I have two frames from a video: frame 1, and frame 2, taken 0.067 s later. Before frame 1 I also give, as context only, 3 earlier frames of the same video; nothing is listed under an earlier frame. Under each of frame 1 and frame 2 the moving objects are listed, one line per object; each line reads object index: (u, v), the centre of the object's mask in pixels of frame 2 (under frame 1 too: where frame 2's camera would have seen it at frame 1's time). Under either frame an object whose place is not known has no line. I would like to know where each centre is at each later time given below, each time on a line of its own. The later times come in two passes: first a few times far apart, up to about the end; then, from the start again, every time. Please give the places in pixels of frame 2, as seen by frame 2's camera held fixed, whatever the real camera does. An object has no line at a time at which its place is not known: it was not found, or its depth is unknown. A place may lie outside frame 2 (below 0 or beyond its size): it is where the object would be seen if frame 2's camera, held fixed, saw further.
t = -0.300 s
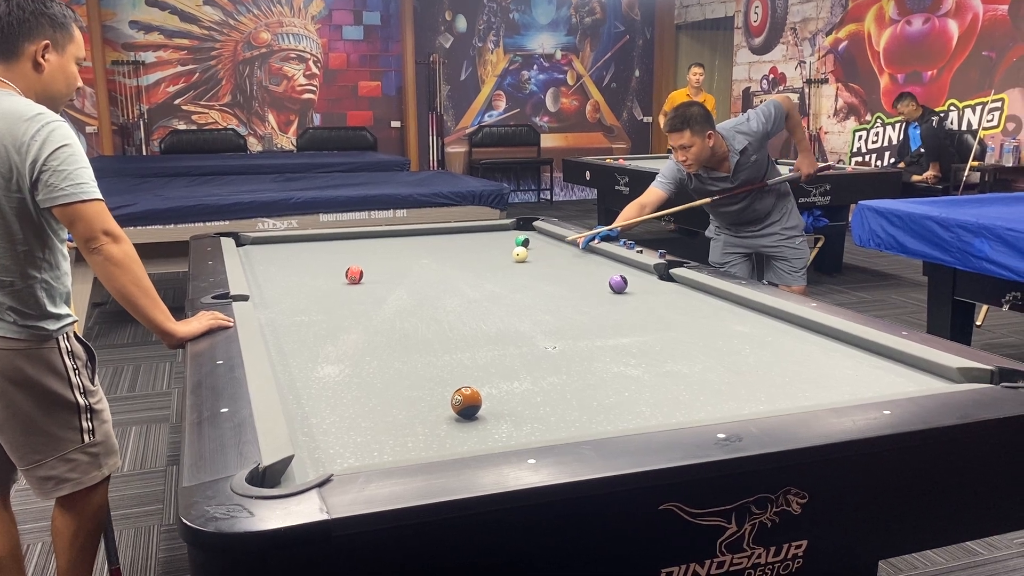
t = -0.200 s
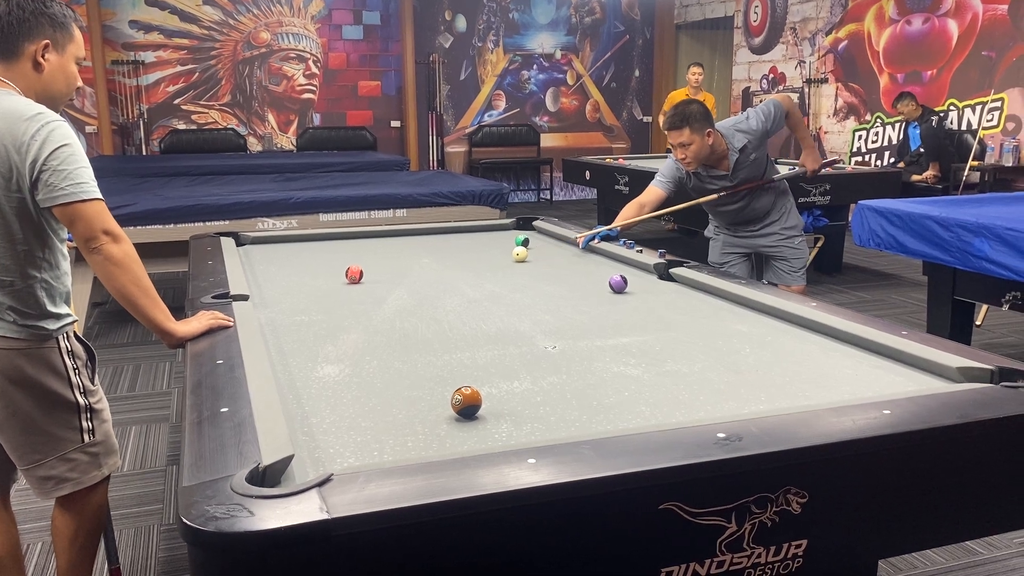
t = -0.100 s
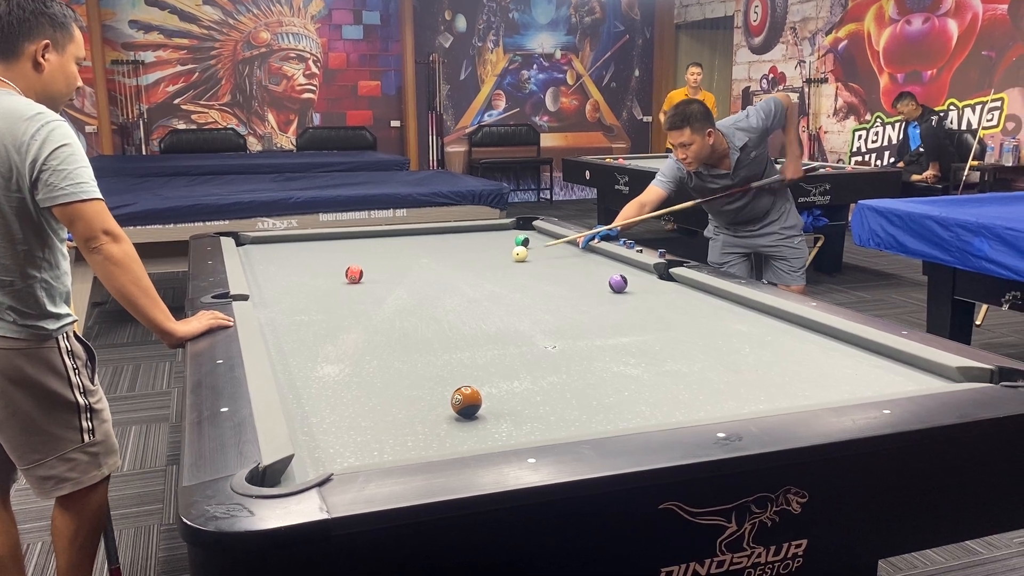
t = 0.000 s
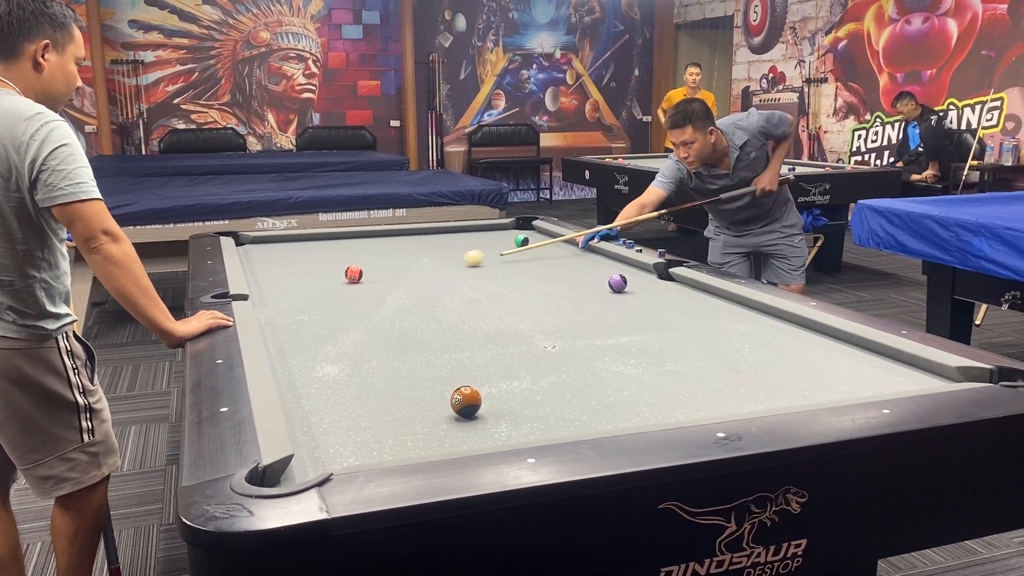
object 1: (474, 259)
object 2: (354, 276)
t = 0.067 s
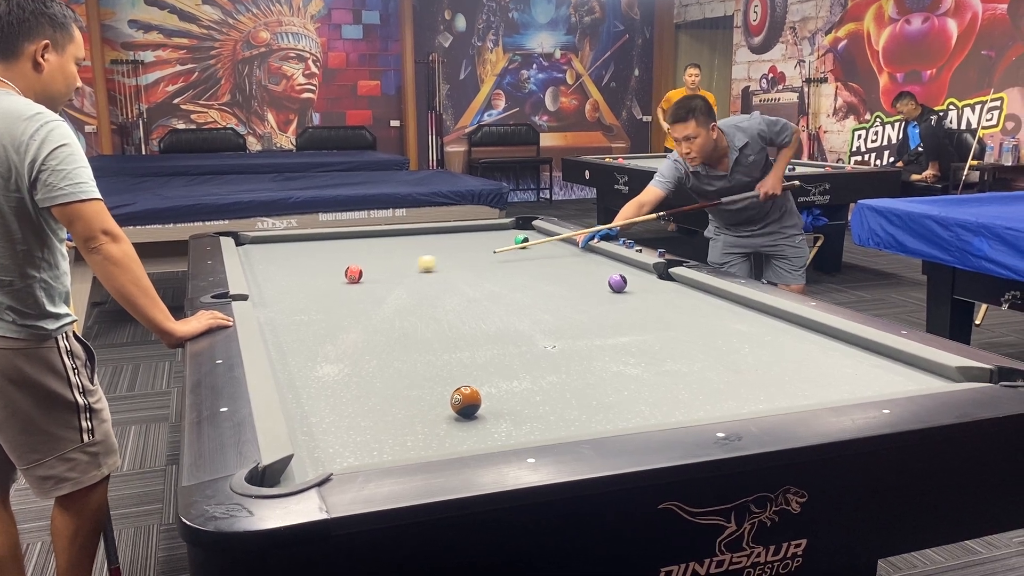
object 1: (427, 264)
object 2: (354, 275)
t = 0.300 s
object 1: (293, 269)
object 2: (312, 289)
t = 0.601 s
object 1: (307, 261)
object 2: (285, 312)
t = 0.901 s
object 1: (371, 251)
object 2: (337, 327)
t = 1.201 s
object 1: (424, 243)
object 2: (395, 342)
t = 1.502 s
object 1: (471, 236)
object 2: (459, 360)
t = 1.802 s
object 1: (512, 229)
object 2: (529, 380)
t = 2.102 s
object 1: (514, 227)
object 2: (609, 403)
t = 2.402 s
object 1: (490, 227)
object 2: (669, 410)
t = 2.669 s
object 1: (473, 227)
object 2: (670, 397)
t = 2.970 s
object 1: (460, 229)
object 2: (672, 381)
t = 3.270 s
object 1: (448, 230)
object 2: (672, 369)
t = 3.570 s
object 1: (437, 231)
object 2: (672, 359)
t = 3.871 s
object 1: (427, 232)
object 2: (672, 350)
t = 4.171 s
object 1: (419, 233)
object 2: (672, 343)
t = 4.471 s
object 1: (412, 234)
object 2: (672, 338)
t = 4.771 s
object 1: (407, 234)
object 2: (672, 334)
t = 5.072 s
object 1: (403, 234)
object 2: (672, 330)
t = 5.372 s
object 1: (401, 234)
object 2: (672, 328)
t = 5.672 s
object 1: (400, 235)
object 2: (671, 326)
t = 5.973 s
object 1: (401, 234)
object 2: (671, 326)
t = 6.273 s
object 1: (401, 235)
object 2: (670, 326)
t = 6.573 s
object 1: (401, 235)
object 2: (671, 326)
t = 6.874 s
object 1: (401, 235)
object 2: (670, 326)
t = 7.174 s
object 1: (401, 235)
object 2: (671, 326)
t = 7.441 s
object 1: (401, 235)
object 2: (671, 326)
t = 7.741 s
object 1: (401, 235)
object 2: (670, 326)
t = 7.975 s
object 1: (401, 235)
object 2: (670, 326)
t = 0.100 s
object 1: (403, 266)
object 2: (354, 274)
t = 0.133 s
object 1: (379, 269)
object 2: (354, 274)
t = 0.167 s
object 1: (359, 269)
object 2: (350, 276)
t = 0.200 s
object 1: (341, 267)
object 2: (341, 278)
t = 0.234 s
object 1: (325, 268)
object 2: (331, 282)
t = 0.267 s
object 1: (309, 269)
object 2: (321, 285)
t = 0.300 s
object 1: (293, 269)
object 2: (312, 289)
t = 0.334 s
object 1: (276, 269)
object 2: (302, 292)
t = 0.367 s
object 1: (259, 269)
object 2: (292, 296)
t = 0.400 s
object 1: (252, 268)
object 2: (284, 299)
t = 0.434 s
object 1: (263, 267)
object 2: (275, 302)
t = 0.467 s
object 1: (274, 266)
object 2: (265, 305)
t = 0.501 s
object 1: (284, 264)
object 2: (266, 307)
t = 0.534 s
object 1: (292, 263)
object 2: (273, 309)
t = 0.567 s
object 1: (300, 262)
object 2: (279, 310)
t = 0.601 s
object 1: (307, 261)
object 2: (285, 312)
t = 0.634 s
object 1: (315, 260)
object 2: (290, 313)
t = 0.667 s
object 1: (322, 258)
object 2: (296, 315)
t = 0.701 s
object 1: (329, 257)
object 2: (302, 317)
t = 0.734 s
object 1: (337, 256)
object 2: (308, 318)
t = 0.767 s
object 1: (344, 255)
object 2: (313, 320)
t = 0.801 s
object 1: (351, 254)
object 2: (319, 321)
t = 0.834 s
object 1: (357, 253)
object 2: (325, 323)
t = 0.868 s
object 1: (364, 252)
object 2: (331, 325)
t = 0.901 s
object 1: (371, 251)
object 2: (337, 327)
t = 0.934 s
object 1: (377, 250)
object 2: (343, 328)
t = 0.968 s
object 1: (383, 249)
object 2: (350, 330)
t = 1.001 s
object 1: (389, 248)
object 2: (356, 331)
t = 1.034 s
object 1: (396, 247)
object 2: (362, 333)
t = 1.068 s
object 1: (402, 246)
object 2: (369, 335)
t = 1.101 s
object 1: (407, 245)
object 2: (375, 337)
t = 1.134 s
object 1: (413, 244)
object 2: (382, 338)
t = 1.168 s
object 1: (419, 244)
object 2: (389, 341)
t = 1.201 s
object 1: (424, 243)
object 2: (395, 342)
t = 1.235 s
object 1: (430, 242)
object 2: (402, 344)
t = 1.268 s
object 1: (435, 241)
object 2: (409, 346)
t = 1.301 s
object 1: (441, 240)
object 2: (415, 348)
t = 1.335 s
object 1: (446, 239)
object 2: (422, 350)
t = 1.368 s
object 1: (451, 239)
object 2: (430, 352)
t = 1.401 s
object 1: (456, 238)
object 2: (437, 354)
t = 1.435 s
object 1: (461, 237)
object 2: (444, 356)
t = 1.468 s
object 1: (466, 236)
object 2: (451, 358)
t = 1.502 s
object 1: (471, 236)
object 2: (459, 360)
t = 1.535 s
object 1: (476, 235)
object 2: (466, 363)
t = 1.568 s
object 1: (481, 234)
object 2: (473, 365)
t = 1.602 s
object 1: (486, 233)
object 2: (482, 366)
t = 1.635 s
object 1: (490, 233)
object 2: (489, 369)
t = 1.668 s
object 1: (495, 232)
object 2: (497, 371)
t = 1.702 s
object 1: (499, 231)
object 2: (505, 373)
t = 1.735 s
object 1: (504, 230)
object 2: (513, 376)
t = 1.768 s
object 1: (508, 230)
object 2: (521, 378)
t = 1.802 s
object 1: (512, 229)
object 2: (529, 380)
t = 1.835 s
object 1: (517, 228)
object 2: (538, 383)
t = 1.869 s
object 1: (521, 228)
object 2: (546, 385)
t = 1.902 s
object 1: (525, 227)
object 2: (555, 388)
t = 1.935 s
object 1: (528, 227)
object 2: (563, 390)
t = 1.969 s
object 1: (525, 227)
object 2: (572, 392)
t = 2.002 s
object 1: (522, 227)
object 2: (581, 395)
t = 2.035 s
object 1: (520, 227)
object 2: (591, 398)
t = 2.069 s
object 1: (517, 227)
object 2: (600, 401)
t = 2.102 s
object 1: (514, 227)
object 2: (609, 403)
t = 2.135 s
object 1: (511, 227)
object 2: (618, 406)
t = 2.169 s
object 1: (509, 227)
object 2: (628, 409)
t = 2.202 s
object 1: (506, 227)
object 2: (637, 410)
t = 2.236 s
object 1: (503, 227)
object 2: (647, 411)
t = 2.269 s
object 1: (501, 227)
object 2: (657, 412)
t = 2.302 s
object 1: (498, 227)
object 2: (667, 413)
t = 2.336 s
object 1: (495, 227)
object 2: (668, 412)
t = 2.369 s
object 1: (492, 227)
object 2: (668, 411)
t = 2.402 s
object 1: (490, 227)
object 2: (669, 410)
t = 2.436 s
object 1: (488, 227)
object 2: (669, 409)
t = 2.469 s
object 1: (485, 227)
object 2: (669, 407)
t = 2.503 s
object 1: (482, 227)
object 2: (670, 406)
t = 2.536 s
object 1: (480, 227)
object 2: (670, 405)
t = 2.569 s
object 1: (478, 227)
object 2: (670, 403)
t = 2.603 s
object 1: (476, 227)
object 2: (670, 401)
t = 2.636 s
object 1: (475, 227)
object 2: (670, 399)
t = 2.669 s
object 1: (473, 227)
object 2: (670, 397)
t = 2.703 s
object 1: (472, 228)
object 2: (670, 395)
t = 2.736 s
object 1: (470, 228)
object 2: (671, 393)
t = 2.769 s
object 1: (469, 228)
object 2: (671, 391)
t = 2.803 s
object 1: (467, 228)
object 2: (671, 389)
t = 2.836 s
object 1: (466, 228)
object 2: (671, 388)
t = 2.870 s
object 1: (464, 228)
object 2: (671, 386)
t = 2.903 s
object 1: (463, 229)
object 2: (671, 384)
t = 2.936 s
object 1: (461, 229)
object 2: (672, 383)
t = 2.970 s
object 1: (460, 229)
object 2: (672, 381)
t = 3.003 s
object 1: (458, 229)
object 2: (672, 380)
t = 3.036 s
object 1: (457, 229)
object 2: (672, 378)
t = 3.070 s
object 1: (456, 229)
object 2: (672, 377)
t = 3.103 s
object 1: (454, 229)
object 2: (672, 375)
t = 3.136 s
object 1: (453, 229)
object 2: (672, 374)
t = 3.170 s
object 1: (452, 230)
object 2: (672, 373)
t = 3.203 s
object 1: (450, 230)
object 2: (672, 371)
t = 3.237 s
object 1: (449, 230)
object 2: (672, 370)
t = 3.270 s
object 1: (448, 230)
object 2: (672, 369)
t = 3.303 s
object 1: (446, 230)
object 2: (672, 368)
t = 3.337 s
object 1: (445, 230)
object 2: (672, 366)
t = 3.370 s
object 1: (444, 230)
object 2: (672, 365)
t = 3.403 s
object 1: (443, 231)
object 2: (672, 364)
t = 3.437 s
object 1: (441, 231)
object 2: (672, 363)
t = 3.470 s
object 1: (440, 231)
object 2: (672, 362)
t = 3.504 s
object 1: (439, 231)
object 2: (672, 361)
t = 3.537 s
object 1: (438, 231)
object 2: (672, 360)
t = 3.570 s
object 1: (437, 231)
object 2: (672, 359)
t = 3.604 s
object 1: (435, 231)
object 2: (672, 358)
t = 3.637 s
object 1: (434, 232)
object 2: (672, 357)
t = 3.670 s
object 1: (433, 232)
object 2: (672, 356)
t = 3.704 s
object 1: (432, 232)
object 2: (672, 355)
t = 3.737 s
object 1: (431, 232)
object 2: (672, 354)
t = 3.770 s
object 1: (430, 232)
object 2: (672, 353)
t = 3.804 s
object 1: (429, 232)
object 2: (672, 352)
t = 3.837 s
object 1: (428, 232)
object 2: (672, 351)
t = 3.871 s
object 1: (427, 232)
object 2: (672, 350)
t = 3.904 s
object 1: (426, 232)
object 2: (672, 350)
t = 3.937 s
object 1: (425, 232)
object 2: (672, 349)
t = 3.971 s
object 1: (424, 233)
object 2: (672, 348)
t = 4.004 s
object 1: (423, 233)
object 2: (672, 347)
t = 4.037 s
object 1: (422, 233)
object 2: (672, 346)
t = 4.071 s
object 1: (422, 233)
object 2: (672, 346)
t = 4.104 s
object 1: (421, 233)
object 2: (672, 345)
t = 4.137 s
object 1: (420, 233)
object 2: (672, 344)
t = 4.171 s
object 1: (419, 233)
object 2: (672, 343)
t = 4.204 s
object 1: (418, 233)
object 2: (672, 343)
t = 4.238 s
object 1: (418, 233)
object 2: (672, 342)
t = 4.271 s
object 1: (417, 233)
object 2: (672, 341)
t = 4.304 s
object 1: (416, 233)
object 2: (672, 341)
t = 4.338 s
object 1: (415, 233)
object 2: (672, 340)
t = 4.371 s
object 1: (414, 233)
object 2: (672, 340)
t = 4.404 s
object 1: (414, 234)
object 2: (672, 339)
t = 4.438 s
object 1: (413, 234)
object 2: (672, 338)
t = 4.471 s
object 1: (412, 234)
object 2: (672, 338)
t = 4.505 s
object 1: (412, 234)
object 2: (672, 337)
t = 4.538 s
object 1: (411, 234)
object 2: (672, 337)
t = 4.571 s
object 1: (410, 234)
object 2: (672, 336)
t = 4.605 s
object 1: (410, 234)
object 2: (672, 336)
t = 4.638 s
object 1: (409, 234)
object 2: (672, 335)
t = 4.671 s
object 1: (409, 234)
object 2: (672, 335)
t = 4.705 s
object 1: (408, 234)
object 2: (672, 334)
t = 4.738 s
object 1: (408, 234)
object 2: (672, 334)
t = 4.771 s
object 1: (407, 234)
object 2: (672, 334)
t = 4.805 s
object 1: (407, 234)
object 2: (672, 333)
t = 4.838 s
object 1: (406, 234)
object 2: (672, 333)
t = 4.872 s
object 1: (406, 234)
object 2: (672, 332)
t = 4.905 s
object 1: (405, 234)
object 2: (672, 331)
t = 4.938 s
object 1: (405, 234)
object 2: (672, 331)
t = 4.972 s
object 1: (404, 234)
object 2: (672, 331)
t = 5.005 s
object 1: (404, 234)
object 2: (672, 331)
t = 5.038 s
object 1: (404, 235)
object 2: (672, 330)
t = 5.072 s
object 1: (403, 234)
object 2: (672, 330)
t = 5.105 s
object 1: (403, 235)
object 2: (672, 330)
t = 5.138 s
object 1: (403, 234)
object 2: (672, 329)
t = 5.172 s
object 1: (403, 235)
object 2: (672, 329)
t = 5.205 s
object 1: (402, 235)
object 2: (672, 329)
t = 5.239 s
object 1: (402, 235)
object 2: (672, 328)
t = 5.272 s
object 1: (402, 235)
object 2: (672, 328)
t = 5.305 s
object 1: (401, 235)
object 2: (672, 328)
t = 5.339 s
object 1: (401, 235)
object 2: (672, 328)
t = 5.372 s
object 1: (401, 234)
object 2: (672, 328)
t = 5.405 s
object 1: (401, 235)
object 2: (671, 327)
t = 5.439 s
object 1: (401, 235)
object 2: (671, 327)
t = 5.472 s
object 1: (401, 235)
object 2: (672, 327)
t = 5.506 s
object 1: (400, 235)
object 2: (671, 327)
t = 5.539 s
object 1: (400, 235)
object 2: (671, 327)
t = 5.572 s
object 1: (400, 235)
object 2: (671, 327)
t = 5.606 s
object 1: (400, 235)
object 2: (671, 326)
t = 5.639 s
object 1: (400, 235)
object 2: (671, 326)
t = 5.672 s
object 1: (400, 235)
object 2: (671, 326)
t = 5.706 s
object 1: (400, 235)
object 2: (671, 326)
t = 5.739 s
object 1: (400, 235)
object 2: (671, 326)
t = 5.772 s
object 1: (400, 235)
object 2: (671, 326)
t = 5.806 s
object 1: (400, 235)
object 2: (671, 326)
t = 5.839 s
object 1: (400, 235)
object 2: (671, 326)
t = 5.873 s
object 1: (400, 235)
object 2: (671, 326)
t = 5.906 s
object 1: (400, 235)
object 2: (671, 326)
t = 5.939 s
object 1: (401, 235)
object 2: (671, 326)
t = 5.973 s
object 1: (401, 234)
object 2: (671, 326)
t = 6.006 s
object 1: (401, 235)
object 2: (670, 326)
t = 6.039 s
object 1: (401, 235)
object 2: (670, 326)
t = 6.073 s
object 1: (401, 235)
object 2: (670, 326)
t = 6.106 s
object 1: (401, 235)
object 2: (670, 326)
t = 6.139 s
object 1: (401, 235)
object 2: (671, 326)
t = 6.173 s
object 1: (401, 235)
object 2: (671, 326)
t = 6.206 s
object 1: (401, 235)
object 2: (670, 326)
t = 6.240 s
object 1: (401, 235)
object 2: (671, 326)
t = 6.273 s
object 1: (401, 235)
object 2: (670, 326)
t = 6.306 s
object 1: (401, 235)
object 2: (671, 326)
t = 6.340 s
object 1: (401, 235)
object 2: (671, 326)
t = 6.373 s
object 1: (401, 235)
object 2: (670, 326)
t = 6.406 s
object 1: (401, 235)
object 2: (671, 326)
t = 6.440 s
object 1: (401, 235)
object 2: (671, 326)
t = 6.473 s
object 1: (401, 235)
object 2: (671, 326)
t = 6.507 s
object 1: (401, 235)
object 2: (670, 326)
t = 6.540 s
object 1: (401, 235)
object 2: (671, 326)
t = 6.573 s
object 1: (401, 235)
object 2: (671, 326)
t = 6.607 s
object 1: (401, 235)
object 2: (671, 326)
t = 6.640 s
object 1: (401, 235)
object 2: (670, 326)
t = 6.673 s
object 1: (401, 235)
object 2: (671, 326)
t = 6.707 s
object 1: (401, 235)
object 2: (671, 326)
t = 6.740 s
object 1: (401, 235)
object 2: (671, 326)
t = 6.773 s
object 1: (401, 235)
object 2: (670, 326)
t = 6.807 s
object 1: (401, 235)
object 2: (670, 326)
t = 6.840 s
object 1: (401, 235)
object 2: (670, 326)
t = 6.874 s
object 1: (401, 235)
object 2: (670, 326)
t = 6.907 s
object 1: (401, 235)
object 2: (671, 326)
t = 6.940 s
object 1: (401, 235)
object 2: (670, 326)
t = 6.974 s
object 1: (401, 235)
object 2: (670, 326)
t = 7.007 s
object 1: (401, 234)
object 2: (671, 326)
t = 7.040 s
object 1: (401, 234)
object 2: (671, 326)
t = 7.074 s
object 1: (401, 234)
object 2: (671, 326)
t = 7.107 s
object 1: (401, 234)
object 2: (671, 326)
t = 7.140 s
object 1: (401, 235)
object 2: (670, 326)
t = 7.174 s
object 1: (401, 235)
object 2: (671, 326)
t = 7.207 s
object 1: (401, 235)
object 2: (671, 326)
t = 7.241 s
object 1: (401, 234)
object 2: (671, 326)
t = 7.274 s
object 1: (401, 234)
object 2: (671, 326)
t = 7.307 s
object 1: (401, 234)
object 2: (671, 326)
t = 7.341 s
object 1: (401, 235)
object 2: (670, 326)
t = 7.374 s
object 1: (401, 234)
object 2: (671, 326)
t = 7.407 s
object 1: (401, 235)
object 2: (671, 326)
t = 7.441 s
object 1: (401, 235)
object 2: (671, 326)
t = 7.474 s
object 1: (401, 234)
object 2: (671, 326)
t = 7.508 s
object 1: (401, 234)
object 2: (670, 326)
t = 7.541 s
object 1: (401, 235)
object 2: (670, 326)
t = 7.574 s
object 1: (401, 235)
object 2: (670, 326)
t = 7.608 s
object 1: (401, 235)
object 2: (670, 326)
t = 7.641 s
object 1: (401, 234)
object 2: (670, 326)
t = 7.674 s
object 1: (401, 235)
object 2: (670, 326)
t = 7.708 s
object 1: (401, 234)
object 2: (670, 326)
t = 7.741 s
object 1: (401, 235)
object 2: (670, 326)
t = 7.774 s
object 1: (401, 235)
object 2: (670, 326)
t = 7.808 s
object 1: (401, 235)
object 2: (670, 326)
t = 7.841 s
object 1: (401, 235)
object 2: (670, 326)
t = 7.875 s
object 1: (401, 235)
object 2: (670, 326)
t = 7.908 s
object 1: (401, 234)
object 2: (670, 326)
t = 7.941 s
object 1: (401, 235)
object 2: (670, 326)
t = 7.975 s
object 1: (401, 235)
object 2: (670, 326)
